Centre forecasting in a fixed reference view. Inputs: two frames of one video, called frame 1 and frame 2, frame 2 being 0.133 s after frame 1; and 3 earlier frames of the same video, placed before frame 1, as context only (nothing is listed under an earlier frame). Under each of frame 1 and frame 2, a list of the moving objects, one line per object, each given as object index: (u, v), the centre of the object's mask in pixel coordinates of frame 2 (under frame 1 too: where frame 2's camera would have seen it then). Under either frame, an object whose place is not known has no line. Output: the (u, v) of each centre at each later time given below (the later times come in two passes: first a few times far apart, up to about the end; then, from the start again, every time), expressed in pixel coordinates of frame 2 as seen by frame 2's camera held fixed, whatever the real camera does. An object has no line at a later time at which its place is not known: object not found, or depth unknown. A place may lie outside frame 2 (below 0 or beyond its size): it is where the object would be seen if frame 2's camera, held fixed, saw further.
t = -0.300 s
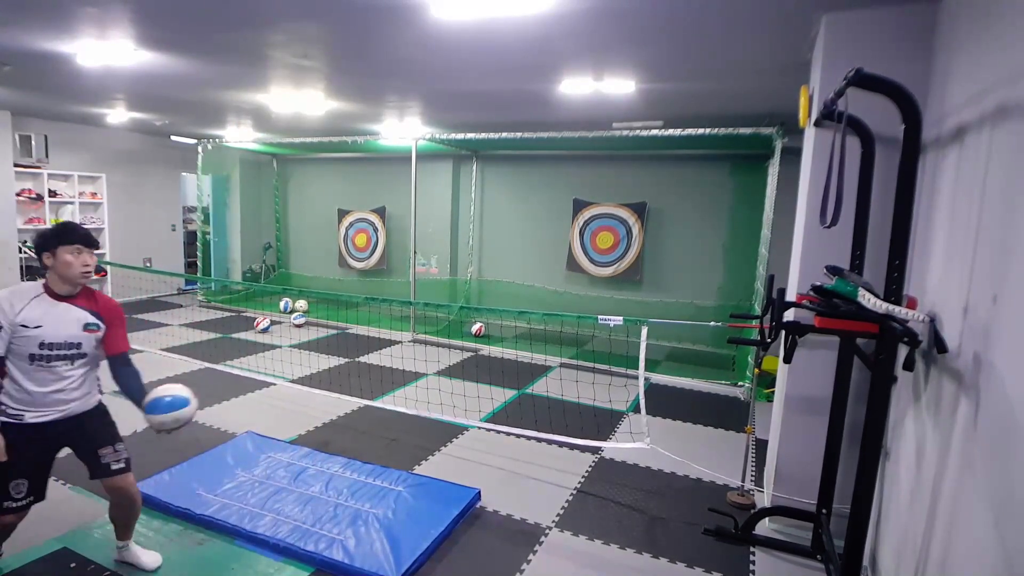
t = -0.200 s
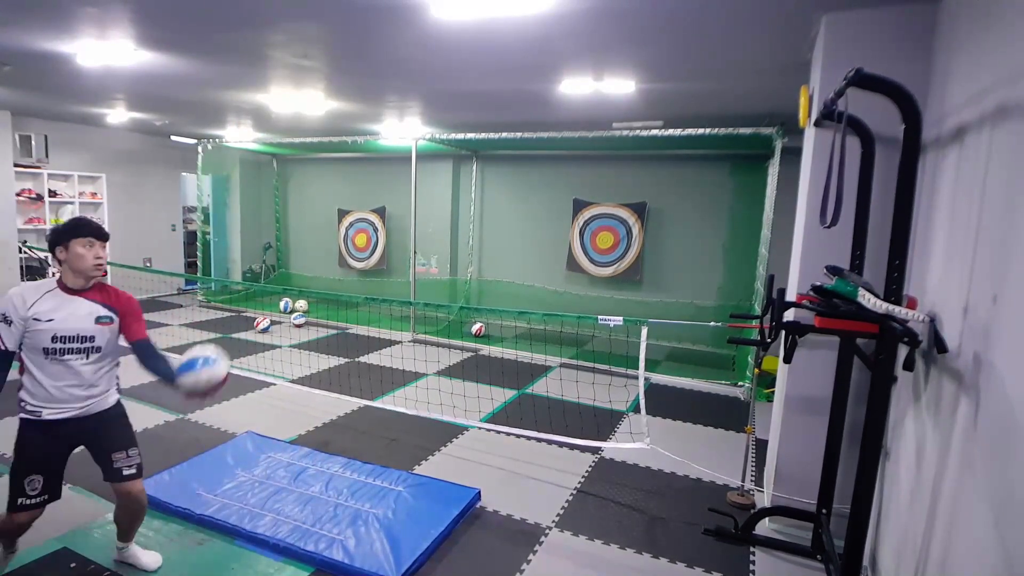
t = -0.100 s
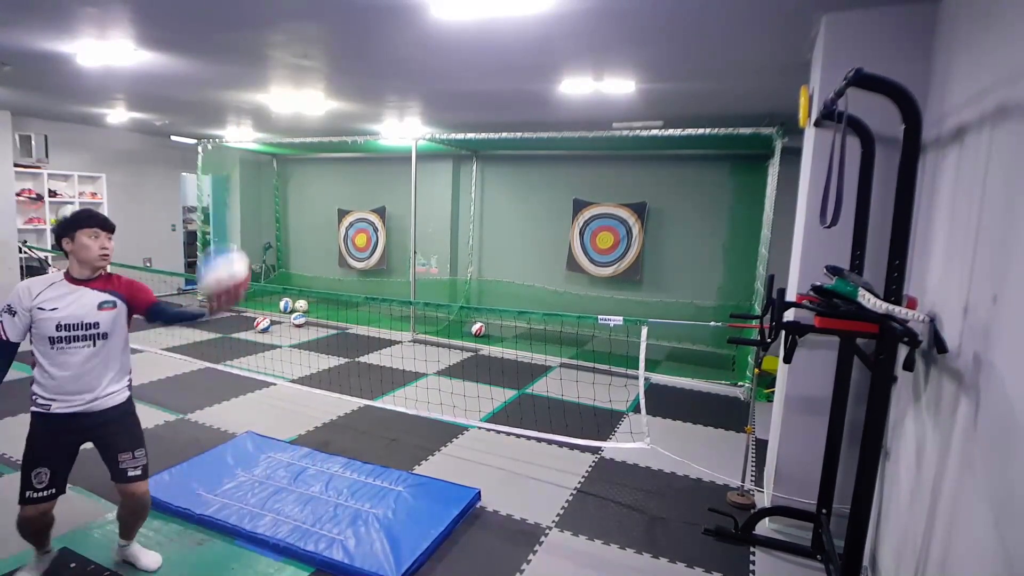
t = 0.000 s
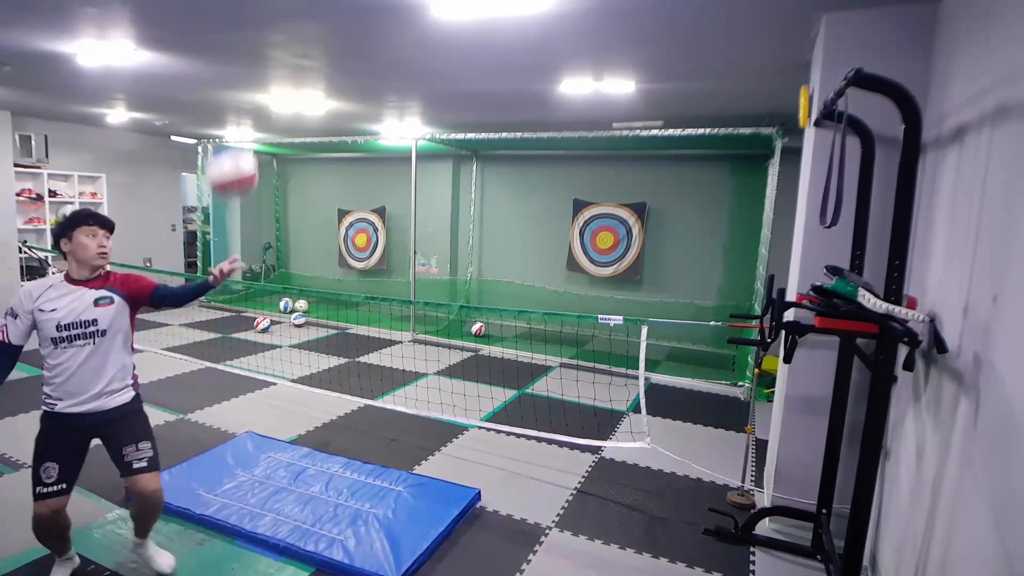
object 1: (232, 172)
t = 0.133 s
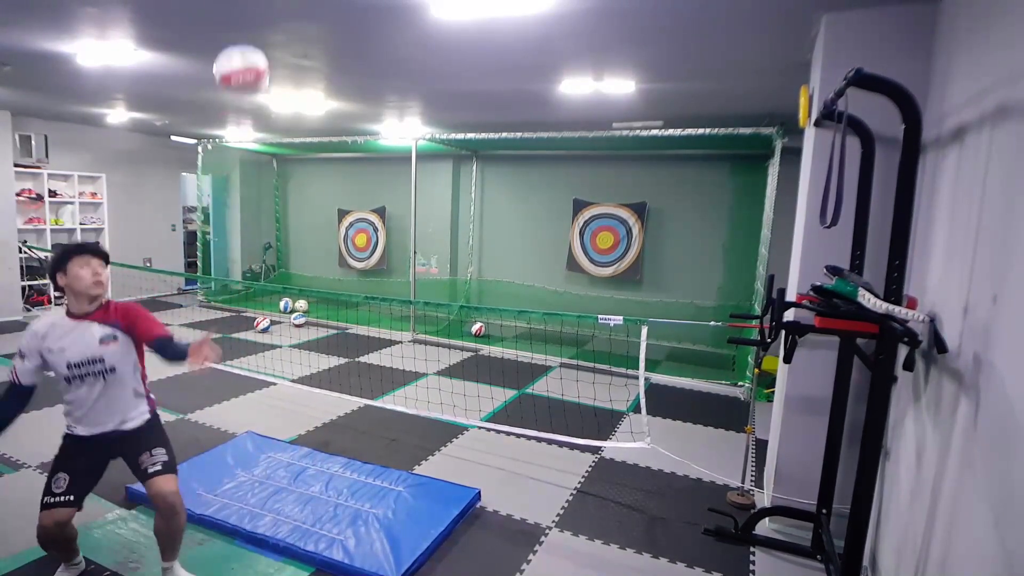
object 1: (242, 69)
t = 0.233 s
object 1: (251, 24)
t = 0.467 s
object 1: (271, 18)
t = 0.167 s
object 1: (245, 50)
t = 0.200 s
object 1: (248, 36)
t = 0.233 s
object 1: (251, 24)
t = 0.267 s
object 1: (254, 19)
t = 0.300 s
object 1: (258, 15)
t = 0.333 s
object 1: (260, 13)
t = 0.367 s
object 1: (264, 12)
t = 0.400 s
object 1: (266, 12)
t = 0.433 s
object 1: (269, 14)
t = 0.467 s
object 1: (271, 18)
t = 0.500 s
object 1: (273, 23)
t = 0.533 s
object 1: (276, 33)
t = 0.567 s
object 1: (278, 47)
